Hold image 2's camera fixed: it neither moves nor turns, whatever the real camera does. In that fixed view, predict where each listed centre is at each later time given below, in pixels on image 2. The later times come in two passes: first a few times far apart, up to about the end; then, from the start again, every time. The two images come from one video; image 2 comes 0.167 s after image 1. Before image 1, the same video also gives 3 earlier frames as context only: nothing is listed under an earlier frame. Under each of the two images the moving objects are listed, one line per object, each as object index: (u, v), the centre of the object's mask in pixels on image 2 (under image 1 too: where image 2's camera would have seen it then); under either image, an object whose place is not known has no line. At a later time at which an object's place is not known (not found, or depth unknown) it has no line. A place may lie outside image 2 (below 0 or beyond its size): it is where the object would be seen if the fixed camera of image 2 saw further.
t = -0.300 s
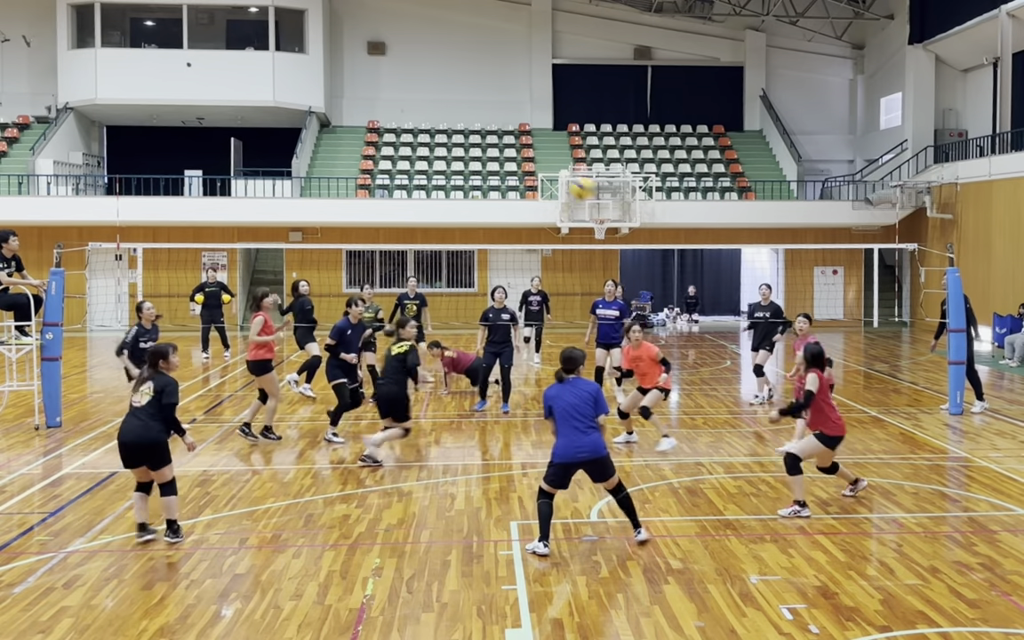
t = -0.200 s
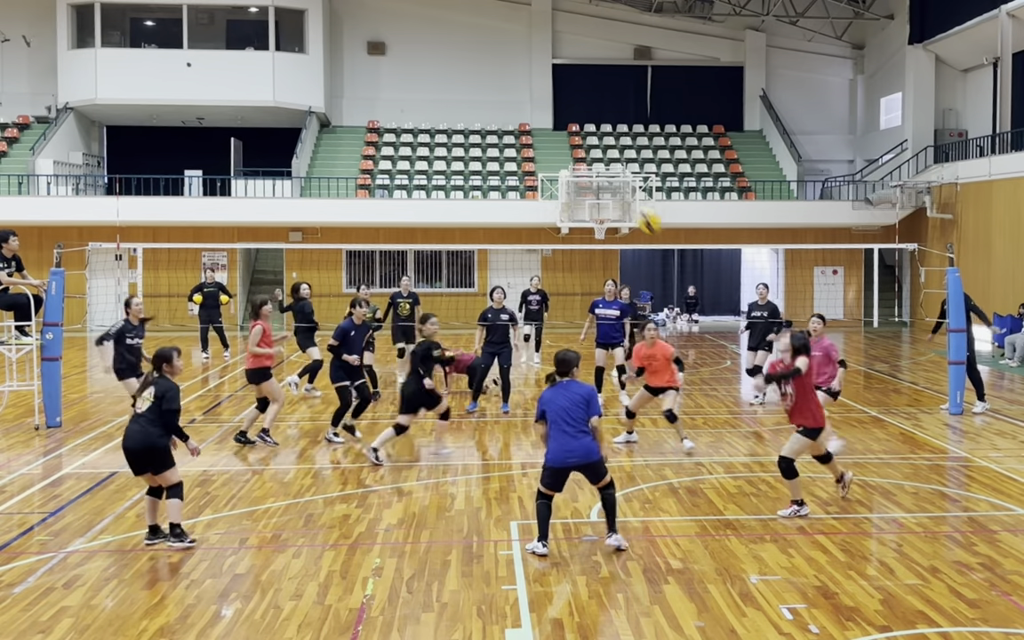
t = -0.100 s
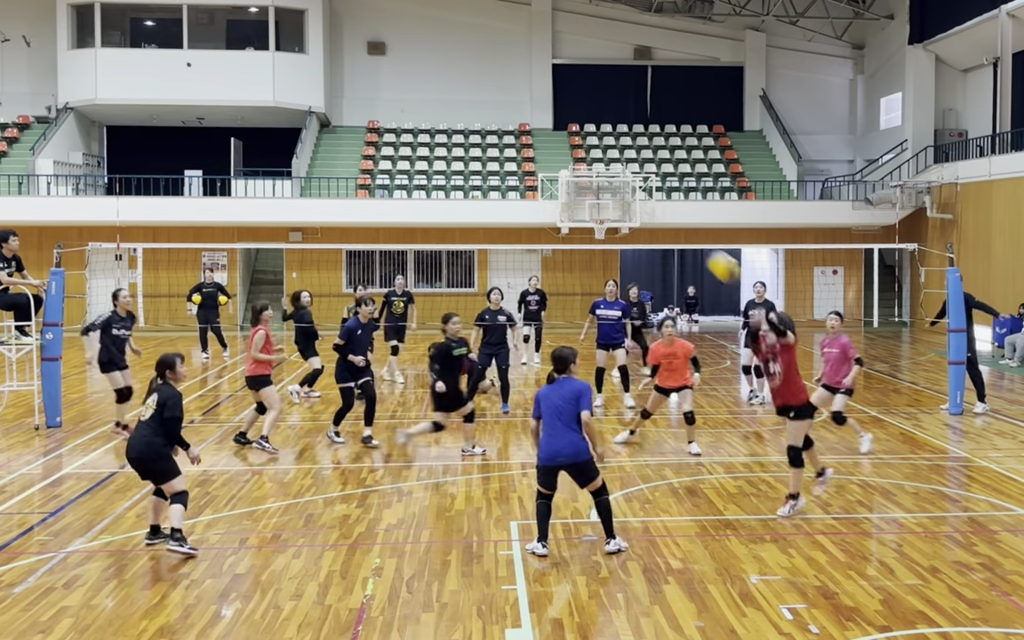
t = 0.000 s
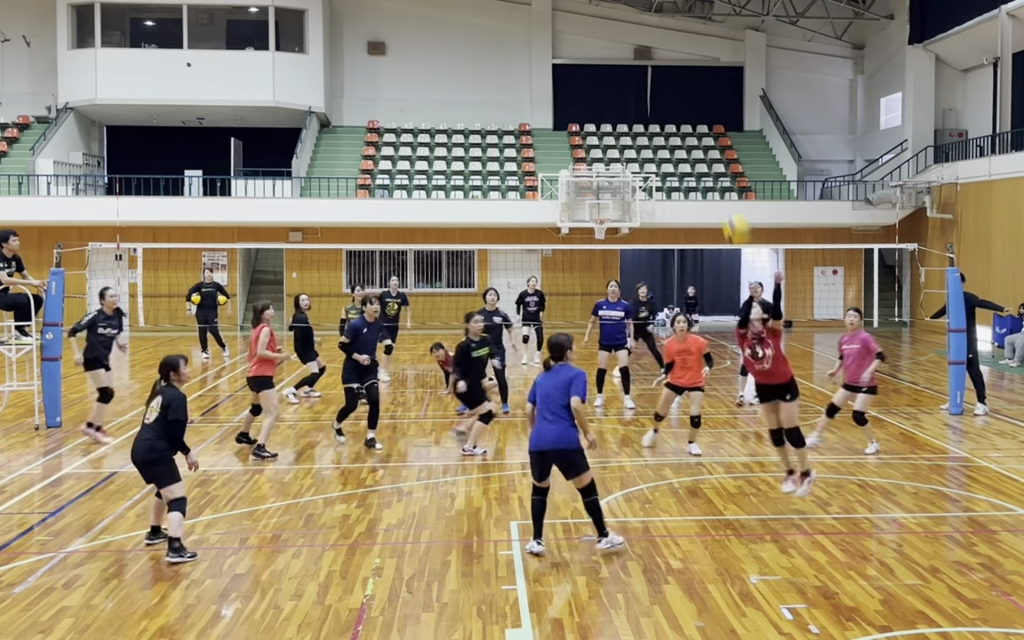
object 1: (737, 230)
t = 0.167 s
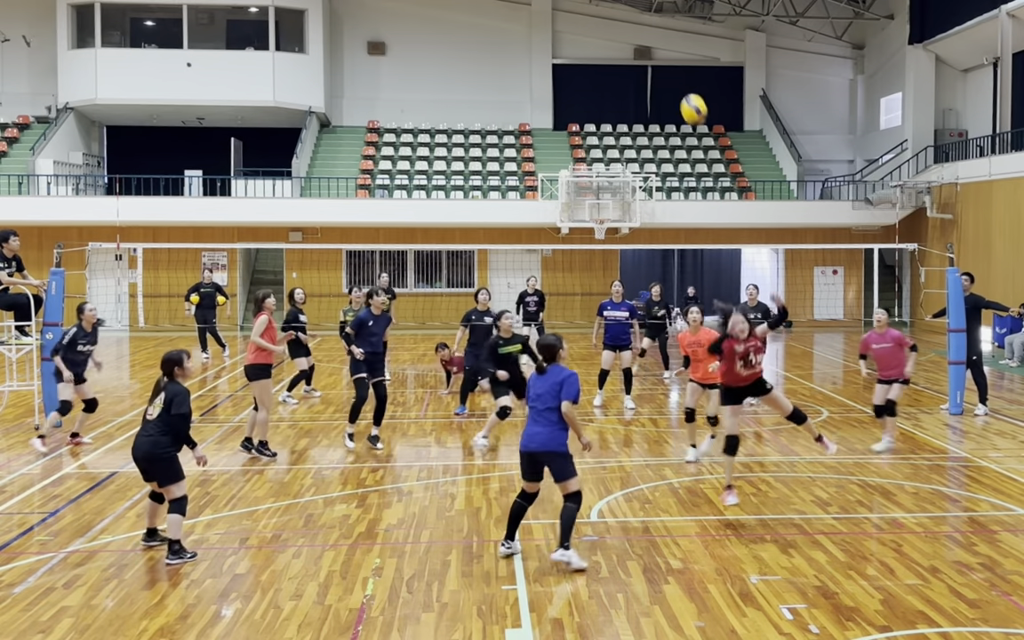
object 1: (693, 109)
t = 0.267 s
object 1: (671, 62)
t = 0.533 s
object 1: (623, 6)
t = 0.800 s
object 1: (583, 21)
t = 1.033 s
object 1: (557, 86)
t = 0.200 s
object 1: (686, 92)
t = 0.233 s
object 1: (678, 76)
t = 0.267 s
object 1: (671, 62)
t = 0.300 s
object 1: (664, 49)
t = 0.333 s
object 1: (658, 38)
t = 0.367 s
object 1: (652, 28)
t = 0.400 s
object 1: (645, 20)
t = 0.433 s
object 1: (639, 13)
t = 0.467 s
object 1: (633, 9)
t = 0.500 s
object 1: (628, 8)
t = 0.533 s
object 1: (623, 6)
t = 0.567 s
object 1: (618, 5)
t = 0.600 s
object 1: (613, 5)
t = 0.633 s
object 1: (607, 6)
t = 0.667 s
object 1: (602, 6)
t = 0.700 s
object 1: (597, 8)
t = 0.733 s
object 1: (592, 10)
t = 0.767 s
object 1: (588, 14)
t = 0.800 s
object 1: (583, 21)
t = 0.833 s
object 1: (580, 27)
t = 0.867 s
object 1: (575, 35)
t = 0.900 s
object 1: (571, 44)
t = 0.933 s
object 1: (567, 53)
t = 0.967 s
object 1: (563, 64)
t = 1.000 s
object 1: (560, 75)
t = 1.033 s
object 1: (557, 86)
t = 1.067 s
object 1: (553, 98)
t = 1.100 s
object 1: (549, 111)
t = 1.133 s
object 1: (545, 125)
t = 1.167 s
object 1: (542, 139)
